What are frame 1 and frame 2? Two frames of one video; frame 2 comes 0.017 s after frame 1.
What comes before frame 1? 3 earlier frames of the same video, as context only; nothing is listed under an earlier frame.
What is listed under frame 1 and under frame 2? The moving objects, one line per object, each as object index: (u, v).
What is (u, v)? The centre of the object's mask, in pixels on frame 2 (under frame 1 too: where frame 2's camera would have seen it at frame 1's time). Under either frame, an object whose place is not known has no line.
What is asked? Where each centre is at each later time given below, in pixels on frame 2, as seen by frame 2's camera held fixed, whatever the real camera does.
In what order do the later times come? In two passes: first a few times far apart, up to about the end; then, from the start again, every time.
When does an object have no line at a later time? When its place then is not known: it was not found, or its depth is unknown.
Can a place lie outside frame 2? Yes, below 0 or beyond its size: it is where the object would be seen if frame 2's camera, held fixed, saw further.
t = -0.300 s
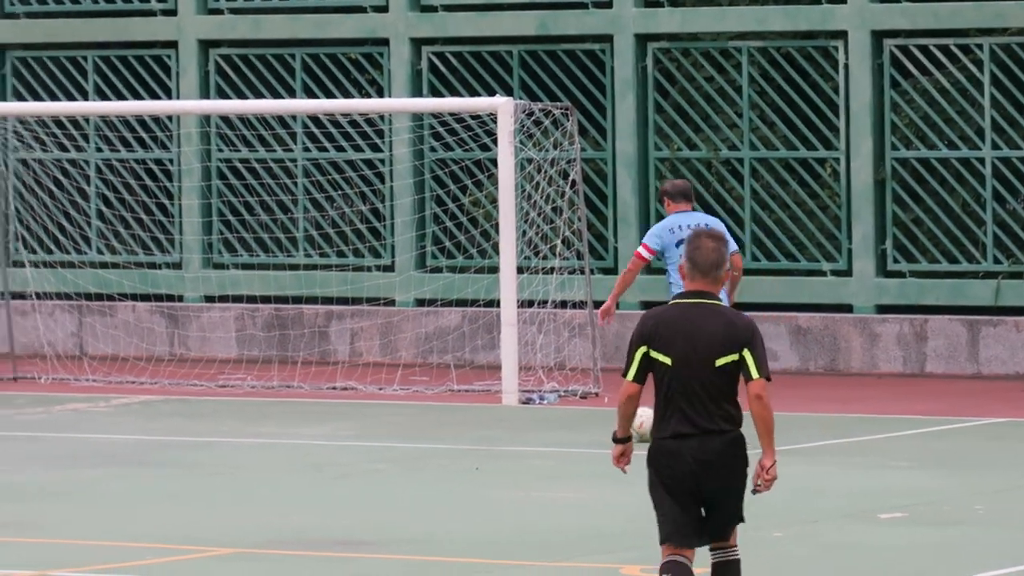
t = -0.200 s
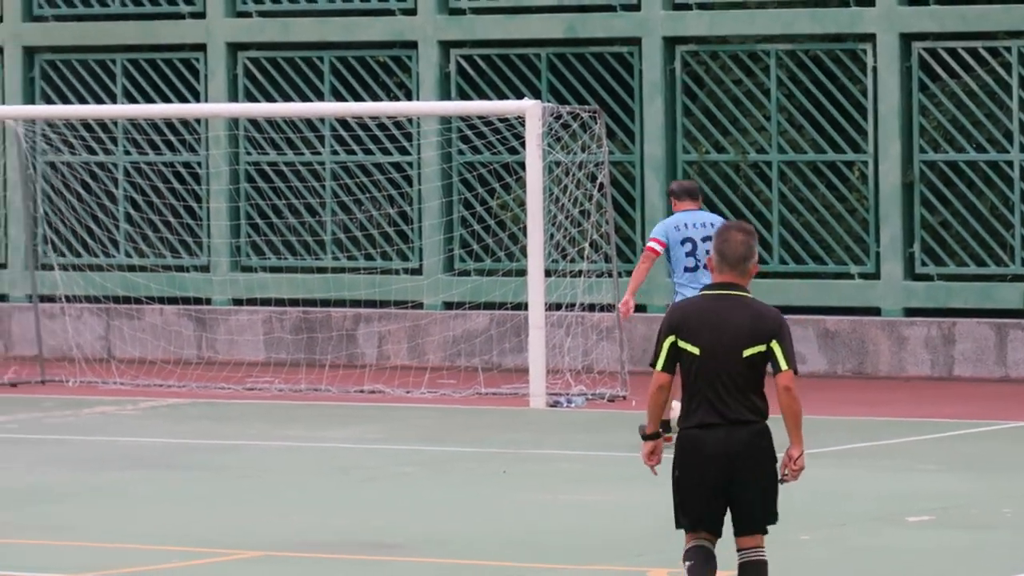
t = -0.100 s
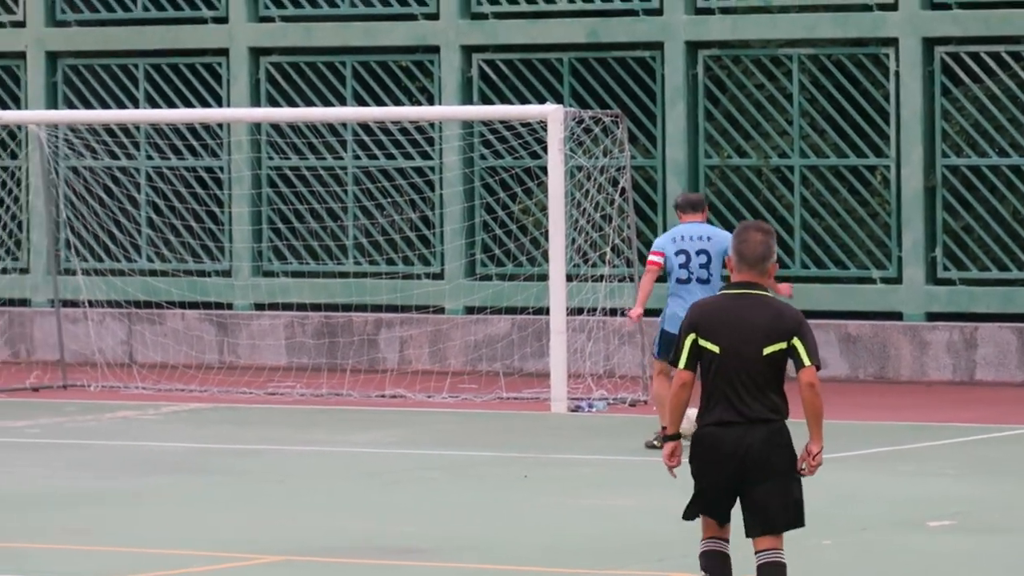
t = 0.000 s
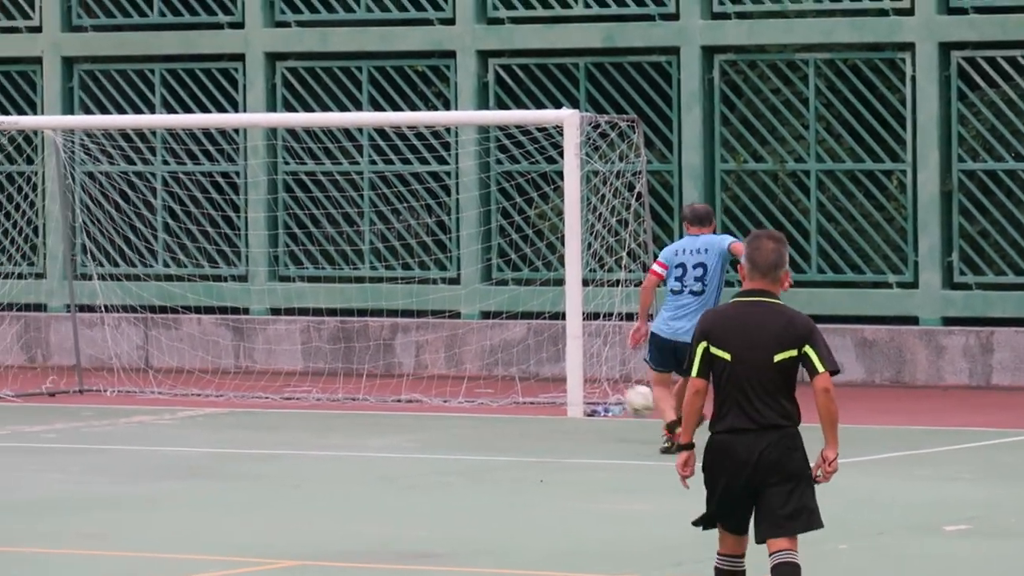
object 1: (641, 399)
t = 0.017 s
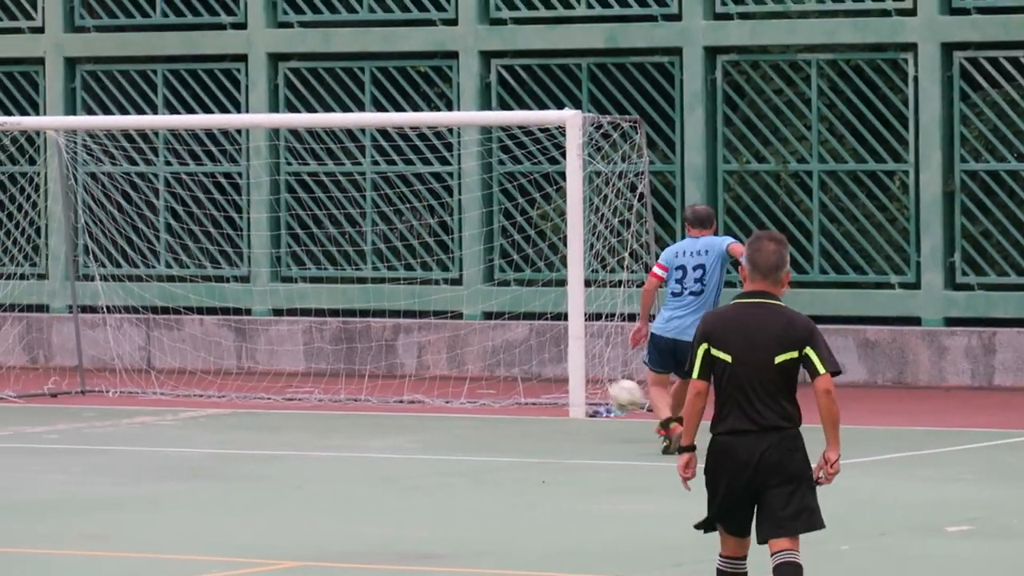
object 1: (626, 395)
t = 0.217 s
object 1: (431, 347)
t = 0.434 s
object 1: (270, 341)
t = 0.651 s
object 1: (240, 360)
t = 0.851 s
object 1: (204, 363)
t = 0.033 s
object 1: (607, 387)
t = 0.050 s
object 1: (592, 383)
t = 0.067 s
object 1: (573, 377)
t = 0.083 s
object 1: (555, 372)
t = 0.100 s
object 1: (540, 367)
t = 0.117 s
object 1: (524, 364)
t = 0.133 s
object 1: (508, 360)
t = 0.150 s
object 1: (492, 355)
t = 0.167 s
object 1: (477, 353)
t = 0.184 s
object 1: (461, 351)
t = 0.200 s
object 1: (446, 348)
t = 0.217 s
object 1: (431, 347)
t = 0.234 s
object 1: (416, 345)
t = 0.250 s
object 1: (401, 346)
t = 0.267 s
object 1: (386, 345)
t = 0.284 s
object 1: (372, 345)
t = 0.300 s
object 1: (359, 346)
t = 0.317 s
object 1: (344, 346)
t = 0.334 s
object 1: (331, 348)
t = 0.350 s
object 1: (317, 348)
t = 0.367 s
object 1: (307, 348)
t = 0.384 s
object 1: (296, 347)
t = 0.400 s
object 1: (286, 345)
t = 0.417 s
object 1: (277, 343)
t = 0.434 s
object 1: (270, 341)
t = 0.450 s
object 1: (265, 339)
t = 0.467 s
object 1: (262, 337)
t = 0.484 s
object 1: (260, 336)
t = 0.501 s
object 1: (260, 337)
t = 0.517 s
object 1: (260, 337)
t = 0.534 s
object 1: (259, 339)
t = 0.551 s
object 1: (258, 341)
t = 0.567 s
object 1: (257, 343)
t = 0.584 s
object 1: (254, 345)
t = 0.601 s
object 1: (251, 348)
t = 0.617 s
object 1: (247, 352)
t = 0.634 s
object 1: (244, 355)
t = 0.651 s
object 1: (240, 360)
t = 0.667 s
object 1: (236, 363)
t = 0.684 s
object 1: (233, 367)
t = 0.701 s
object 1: (228, 372)
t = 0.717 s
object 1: (224, 377)
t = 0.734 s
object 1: (220, 381)
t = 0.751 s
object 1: (217, 380)
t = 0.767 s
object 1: (215, 378)
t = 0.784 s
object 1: (213, 373)
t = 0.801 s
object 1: (211, 371)
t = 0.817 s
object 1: (209, 367)
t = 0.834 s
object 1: (206, 364)
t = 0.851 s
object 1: (204, 363)
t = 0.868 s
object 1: (201, 361)
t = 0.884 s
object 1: (199, 360)
